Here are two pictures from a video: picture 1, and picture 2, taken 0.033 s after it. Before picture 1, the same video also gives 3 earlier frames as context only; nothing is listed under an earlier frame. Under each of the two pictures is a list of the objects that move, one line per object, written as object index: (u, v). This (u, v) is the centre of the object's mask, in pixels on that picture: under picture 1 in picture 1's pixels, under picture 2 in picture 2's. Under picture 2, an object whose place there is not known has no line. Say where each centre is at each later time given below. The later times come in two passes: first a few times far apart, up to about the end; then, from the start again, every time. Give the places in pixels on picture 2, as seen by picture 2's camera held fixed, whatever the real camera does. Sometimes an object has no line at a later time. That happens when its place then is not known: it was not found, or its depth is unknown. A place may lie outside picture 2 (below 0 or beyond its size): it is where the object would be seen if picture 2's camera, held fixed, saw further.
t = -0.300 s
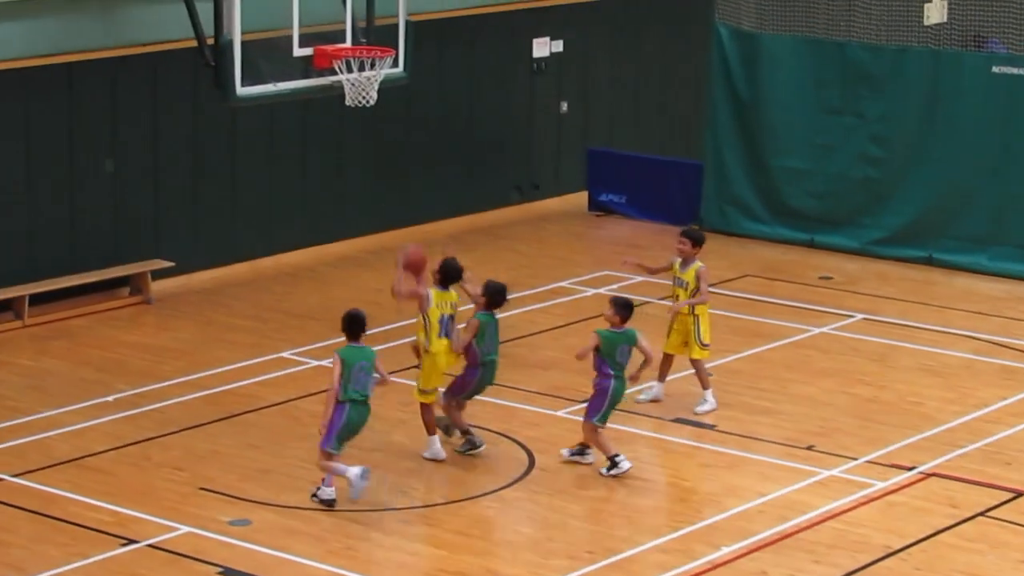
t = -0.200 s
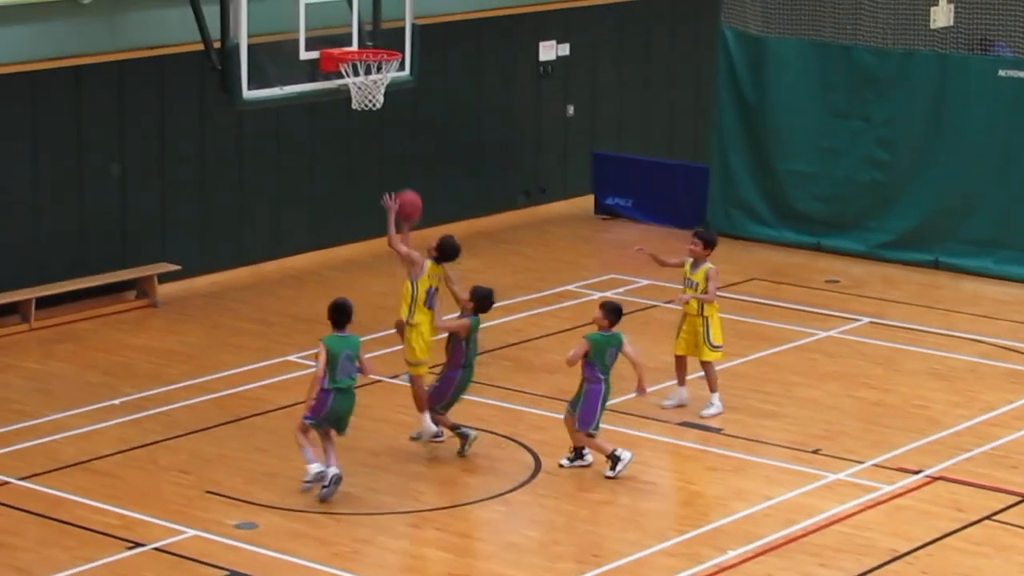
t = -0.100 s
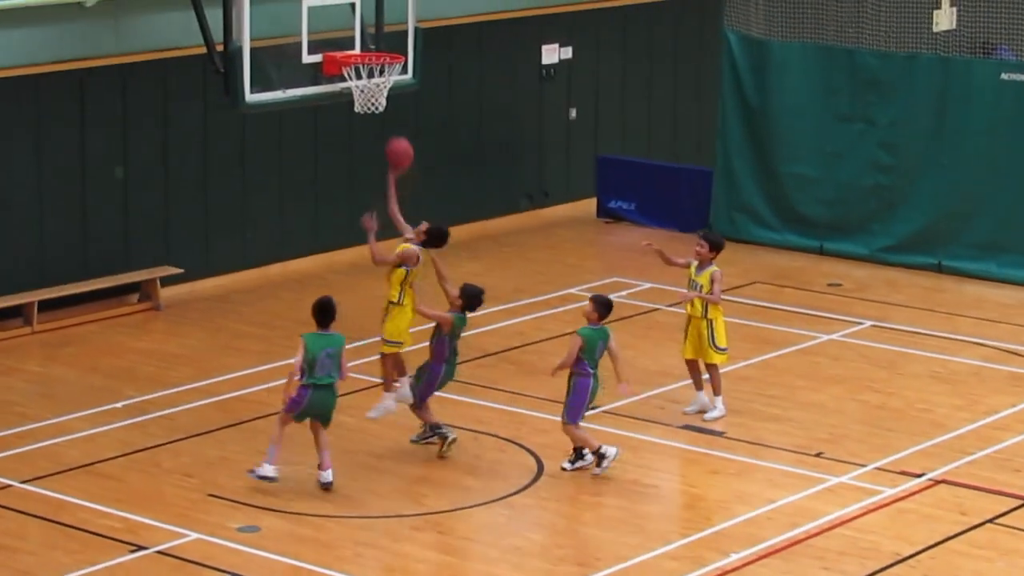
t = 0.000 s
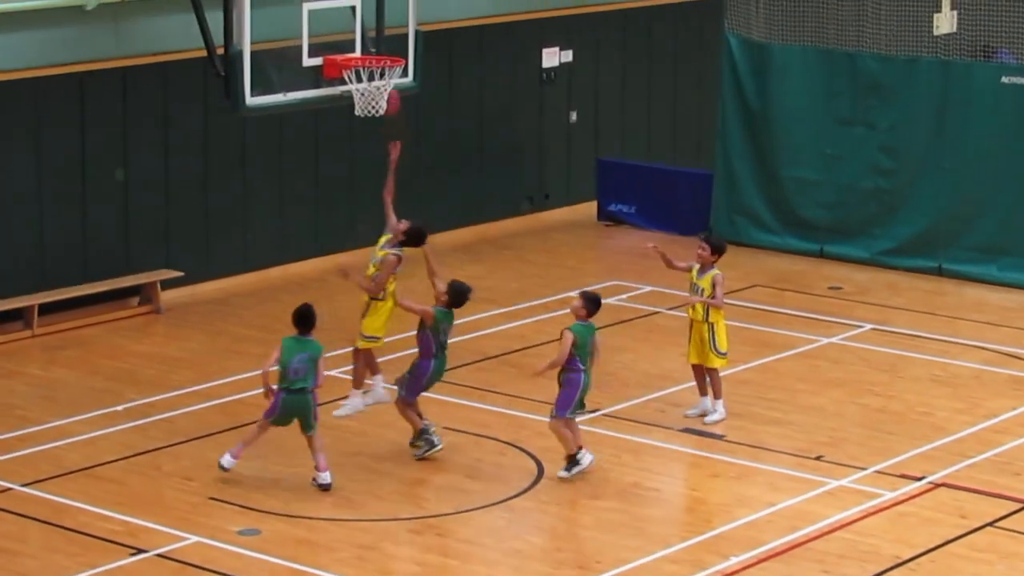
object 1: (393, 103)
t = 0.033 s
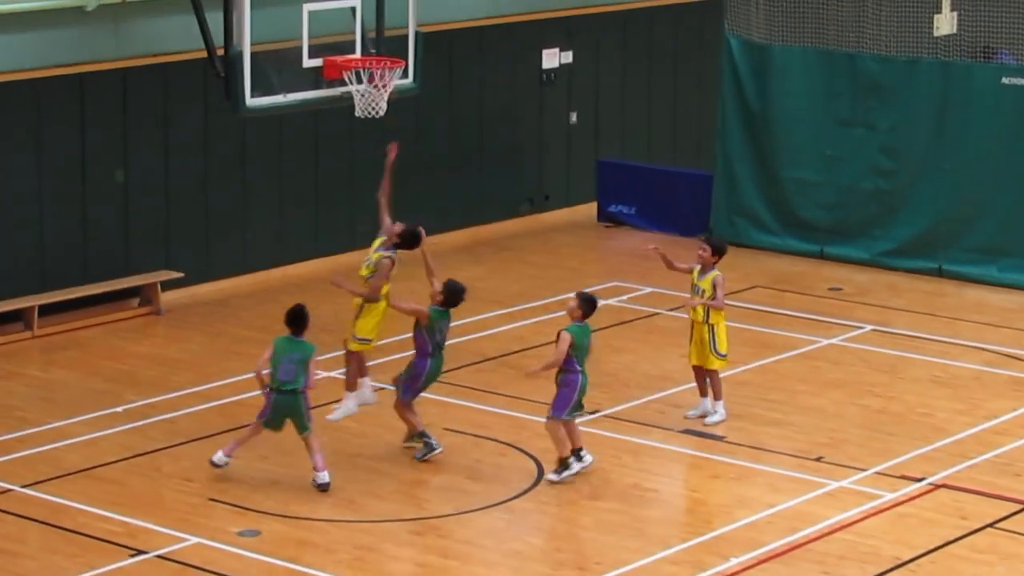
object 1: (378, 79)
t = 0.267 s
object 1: (367, 28)
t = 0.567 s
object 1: (376, 79)
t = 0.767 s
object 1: (374, 143)
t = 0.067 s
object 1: (376, 77)
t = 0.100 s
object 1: (369, 49)
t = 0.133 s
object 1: (364, 42)
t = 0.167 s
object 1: (364, 37)
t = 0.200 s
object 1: (365, 32)
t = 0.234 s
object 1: (366, 29)
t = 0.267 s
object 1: (367, 28)
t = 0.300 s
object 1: (367, 27)
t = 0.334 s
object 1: (368, 28)
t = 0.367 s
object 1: (370, 32)
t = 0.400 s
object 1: (370, 35)
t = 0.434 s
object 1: (372, 41)
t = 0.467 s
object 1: (373, 49)
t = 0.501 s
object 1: (374, 54)
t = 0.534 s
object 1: (375, 68)
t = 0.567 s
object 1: (376, 79)
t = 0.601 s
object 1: (377, 93)
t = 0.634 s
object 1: (377, 101)
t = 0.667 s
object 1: (379, 116)
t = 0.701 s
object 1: (376, 121)
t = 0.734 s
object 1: (374, 131)
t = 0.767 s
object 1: (374, 143)
